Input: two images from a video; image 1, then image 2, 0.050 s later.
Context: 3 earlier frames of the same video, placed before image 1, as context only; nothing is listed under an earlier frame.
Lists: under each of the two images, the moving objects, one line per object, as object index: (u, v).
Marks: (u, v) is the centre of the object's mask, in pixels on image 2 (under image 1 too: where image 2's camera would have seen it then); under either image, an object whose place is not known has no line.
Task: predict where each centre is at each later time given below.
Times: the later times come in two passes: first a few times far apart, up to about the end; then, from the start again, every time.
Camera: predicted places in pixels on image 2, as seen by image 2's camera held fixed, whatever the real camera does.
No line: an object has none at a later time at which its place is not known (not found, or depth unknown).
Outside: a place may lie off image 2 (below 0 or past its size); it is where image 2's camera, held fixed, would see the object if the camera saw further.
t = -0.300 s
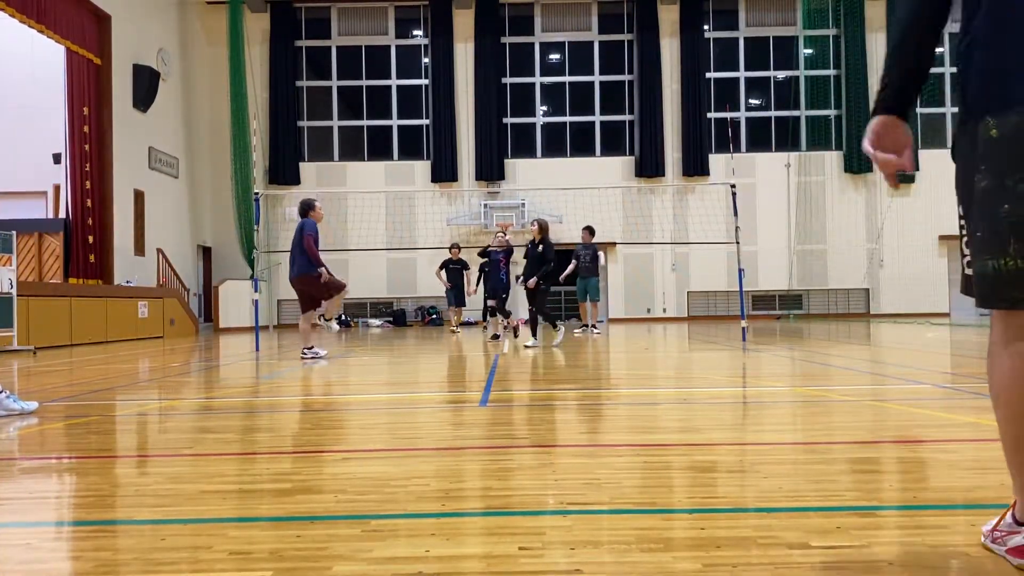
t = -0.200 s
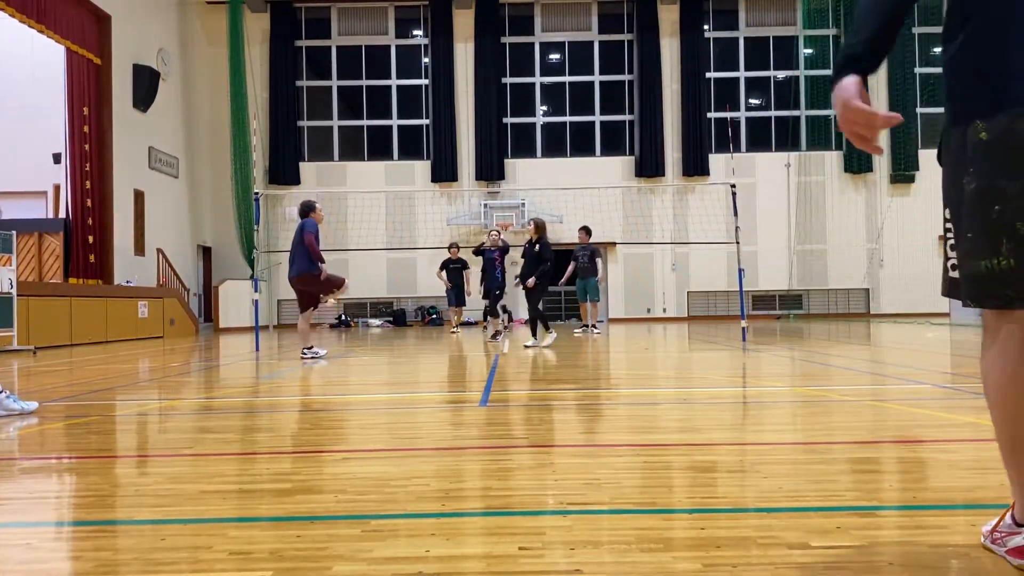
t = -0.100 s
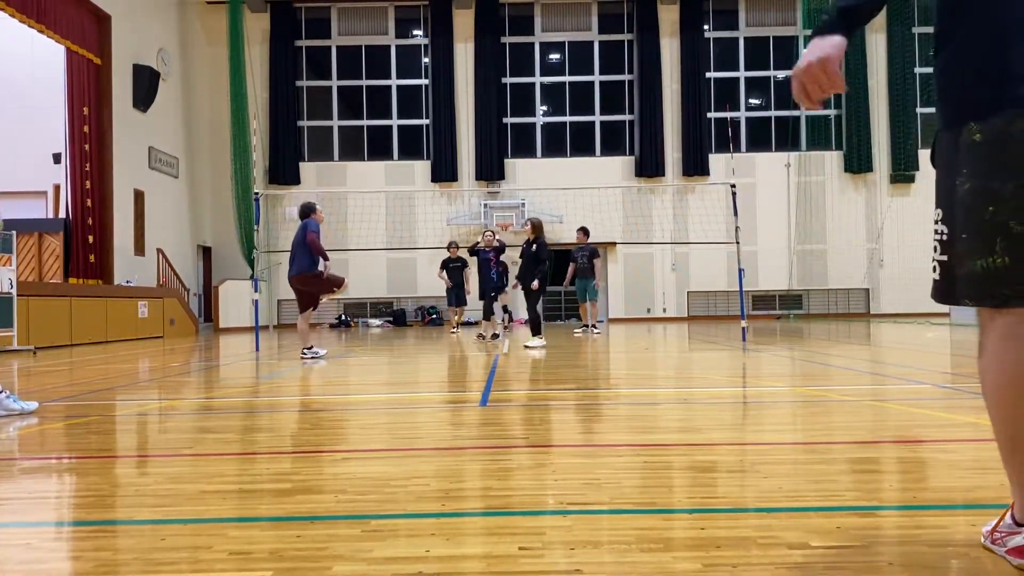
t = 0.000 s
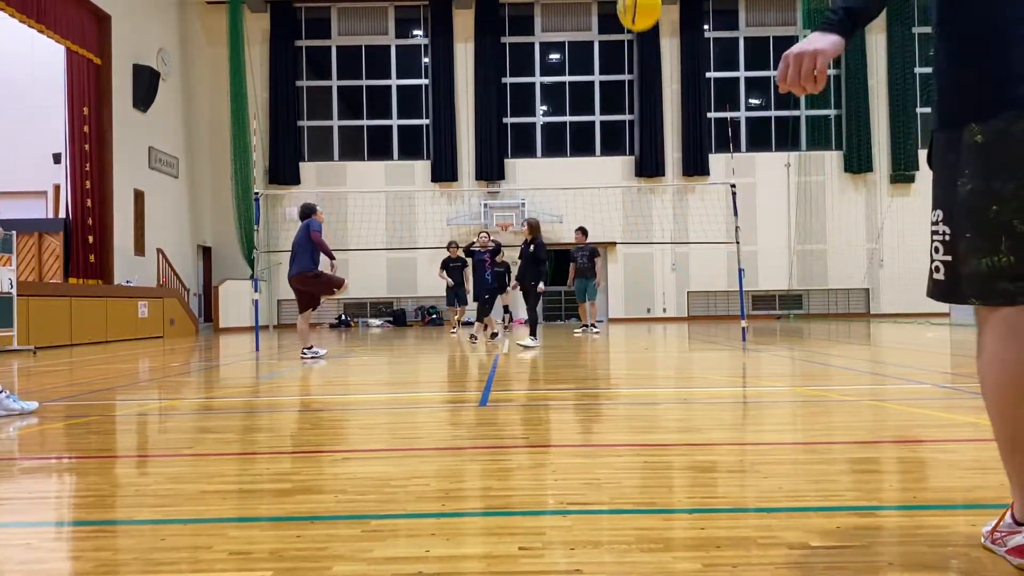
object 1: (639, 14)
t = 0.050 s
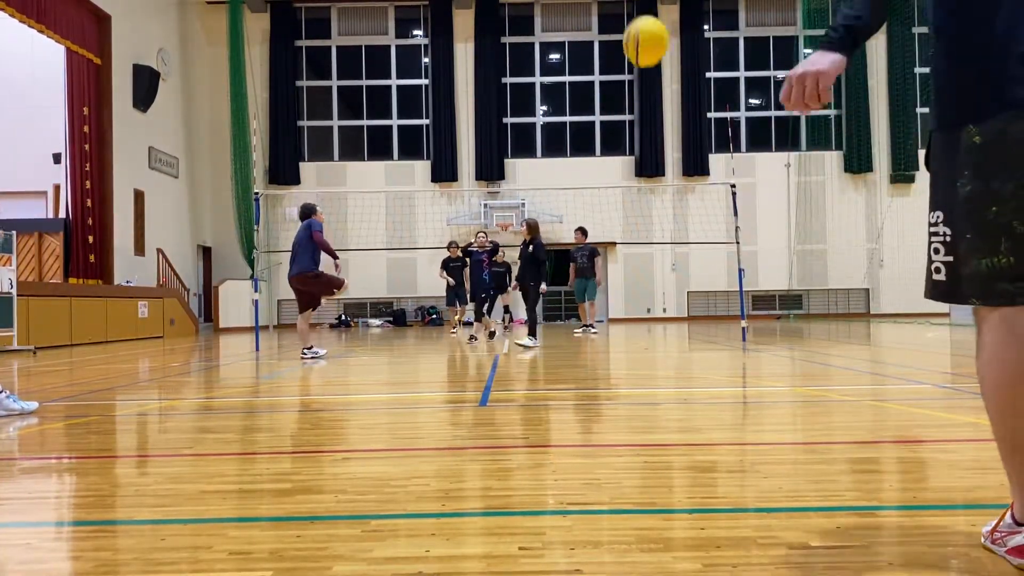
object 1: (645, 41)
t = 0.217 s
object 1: (672, 205)
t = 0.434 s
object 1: (717, 318)
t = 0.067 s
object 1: (648, 54)
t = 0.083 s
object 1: (650, 68)
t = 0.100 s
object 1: (651, 83)
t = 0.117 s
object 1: (654, 98)
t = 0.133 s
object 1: (657, 113)
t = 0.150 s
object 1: (660, 130)
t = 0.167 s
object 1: (663, 148)
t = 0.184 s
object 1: (666, 165)
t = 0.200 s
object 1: (669, 184)
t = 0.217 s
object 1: (672, 205)
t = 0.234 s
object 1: (676, 225)
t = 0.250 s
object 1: (679, 247)
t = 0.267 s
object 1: (682, 269)
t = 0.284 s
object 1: (686, 292)
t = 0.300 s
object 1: (691, 316)
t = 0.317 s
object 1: (694, 341)
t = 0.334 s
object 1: (699, 367)
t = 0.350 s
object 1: (704, 394)
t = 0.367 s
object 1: (707, 388)
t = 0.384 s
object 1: (710, 370)
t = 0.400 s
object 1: (712, 351)
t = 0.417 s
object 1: (714, 334)
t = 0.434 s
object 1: (717, 318)
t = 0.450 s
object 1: (720, 301)
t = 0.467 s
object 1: (722, 284)
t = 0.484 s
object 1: (726, 268)
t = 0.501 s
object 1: (728, 252)
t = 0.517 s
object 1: (731, 237)
